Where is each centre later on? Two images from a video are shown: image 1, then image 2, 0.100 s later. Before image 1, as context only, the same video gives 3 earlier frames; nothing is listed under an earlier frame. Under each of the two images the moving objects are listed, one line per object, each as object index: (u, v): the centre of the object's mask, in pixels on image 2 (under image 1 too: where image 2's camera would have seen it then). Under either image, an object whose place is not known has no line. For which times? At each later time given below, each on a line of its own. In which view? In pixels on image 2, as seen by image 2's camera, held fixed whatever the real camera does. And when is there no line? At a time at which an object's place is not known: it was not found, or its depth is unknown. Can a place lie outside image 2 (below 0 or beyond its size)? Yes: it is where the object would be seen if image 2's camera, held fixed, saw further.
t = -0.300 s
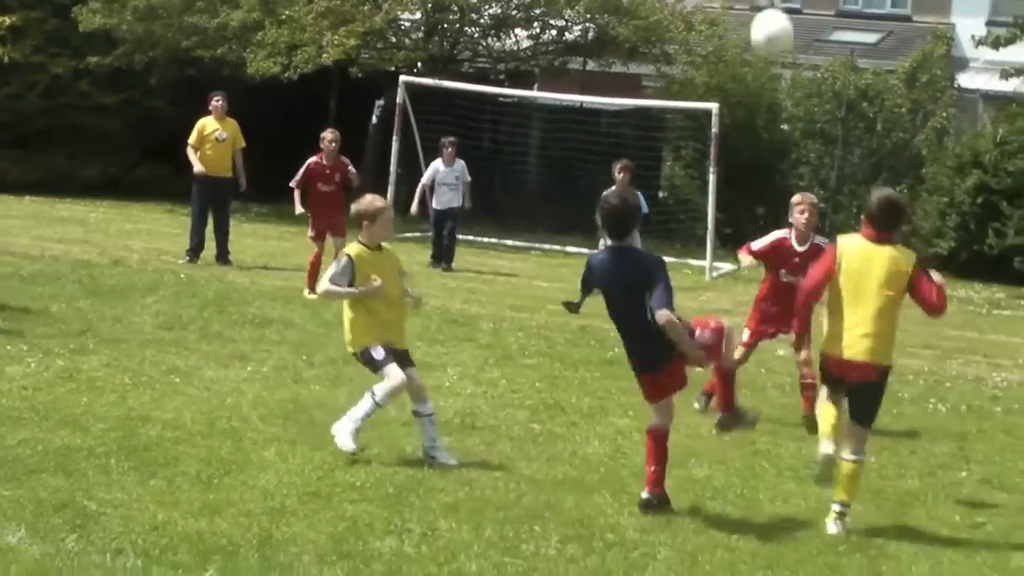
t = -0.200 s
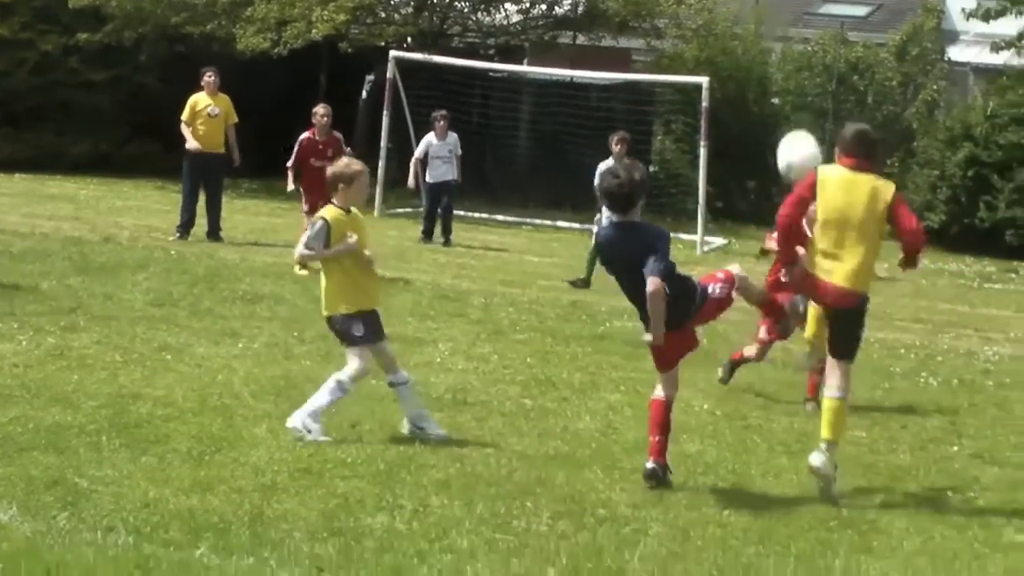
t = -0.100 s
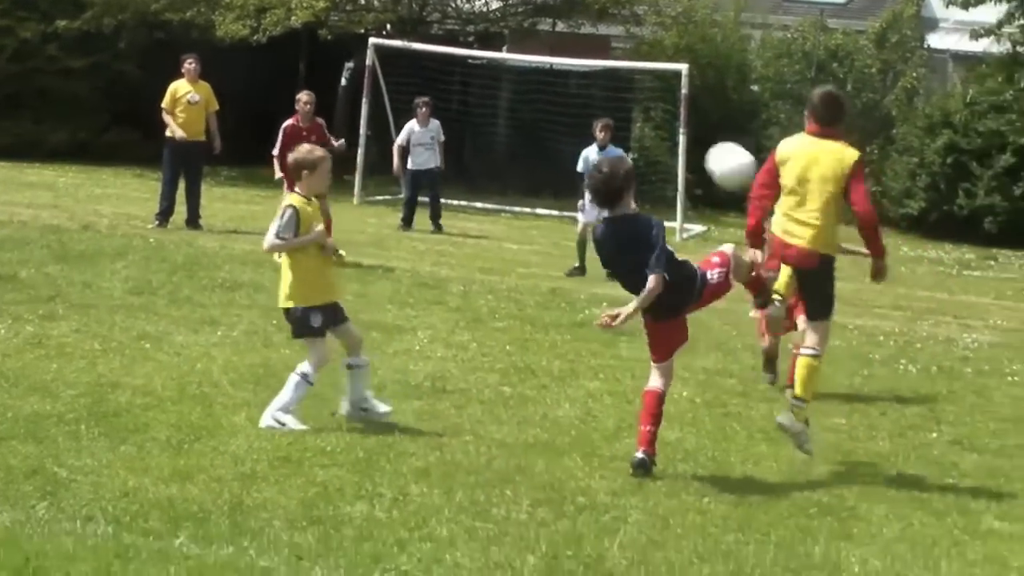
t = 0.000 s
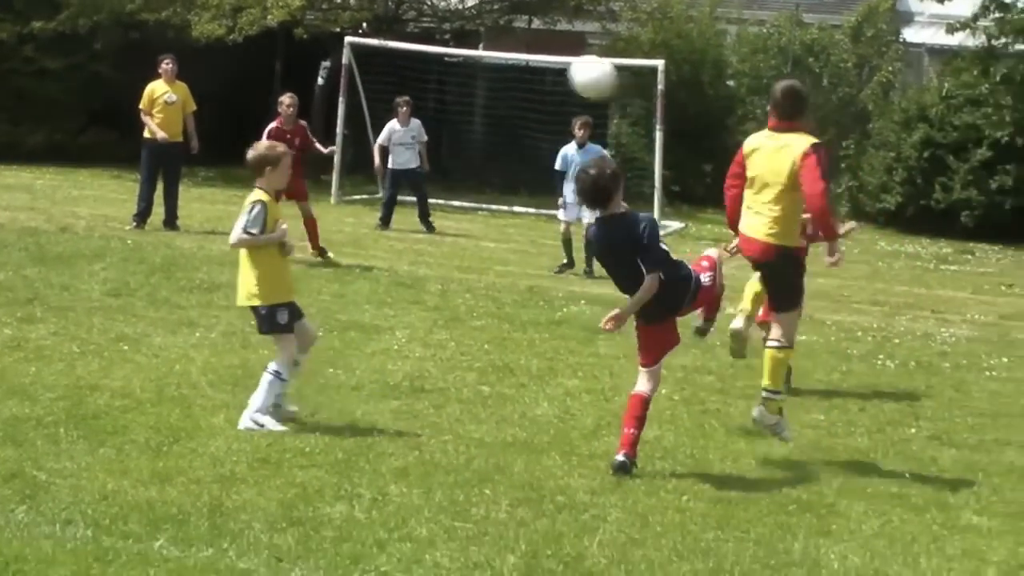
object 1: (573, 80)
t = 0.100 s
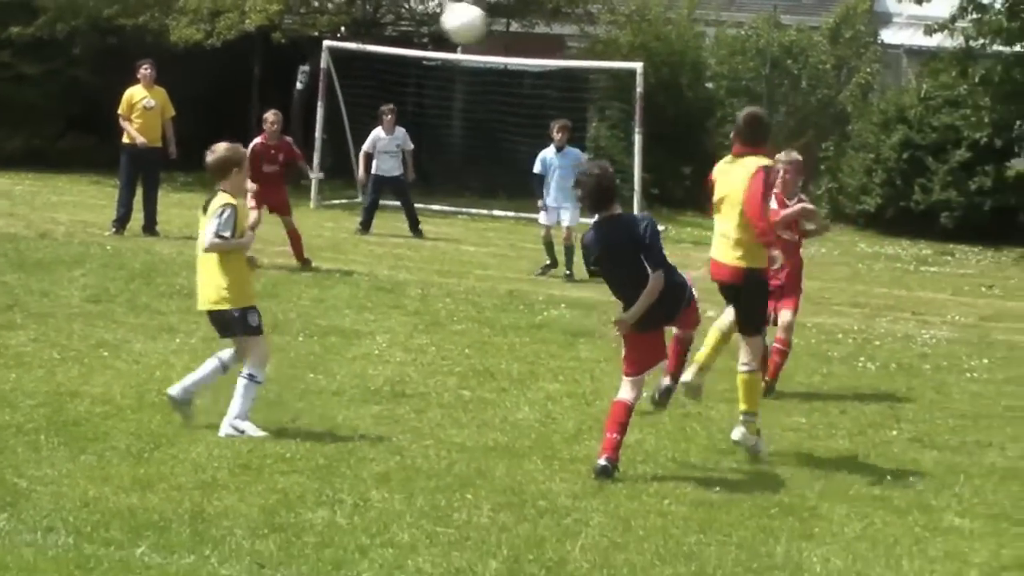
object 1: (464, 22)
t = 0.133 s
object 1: (430, 13)
